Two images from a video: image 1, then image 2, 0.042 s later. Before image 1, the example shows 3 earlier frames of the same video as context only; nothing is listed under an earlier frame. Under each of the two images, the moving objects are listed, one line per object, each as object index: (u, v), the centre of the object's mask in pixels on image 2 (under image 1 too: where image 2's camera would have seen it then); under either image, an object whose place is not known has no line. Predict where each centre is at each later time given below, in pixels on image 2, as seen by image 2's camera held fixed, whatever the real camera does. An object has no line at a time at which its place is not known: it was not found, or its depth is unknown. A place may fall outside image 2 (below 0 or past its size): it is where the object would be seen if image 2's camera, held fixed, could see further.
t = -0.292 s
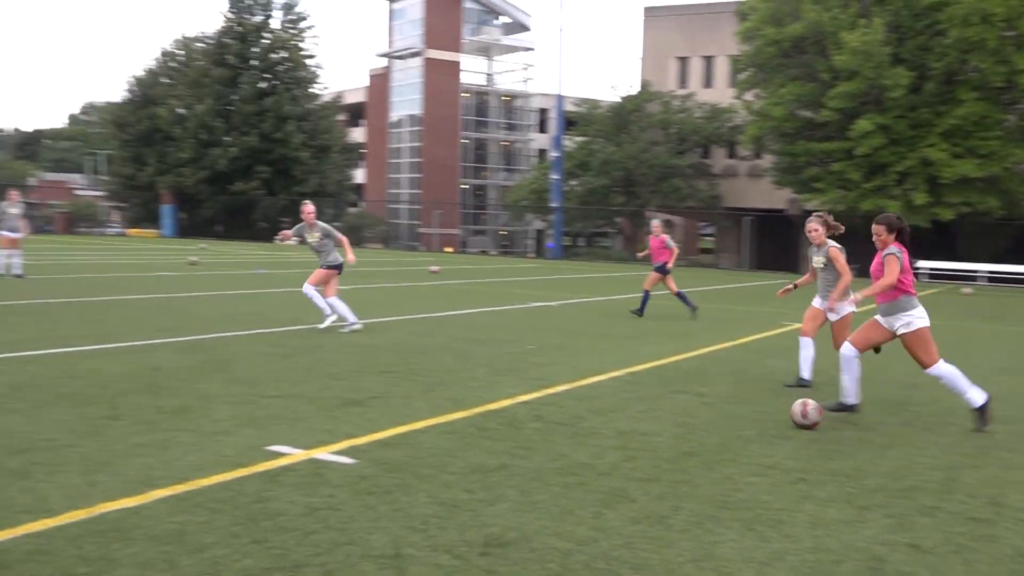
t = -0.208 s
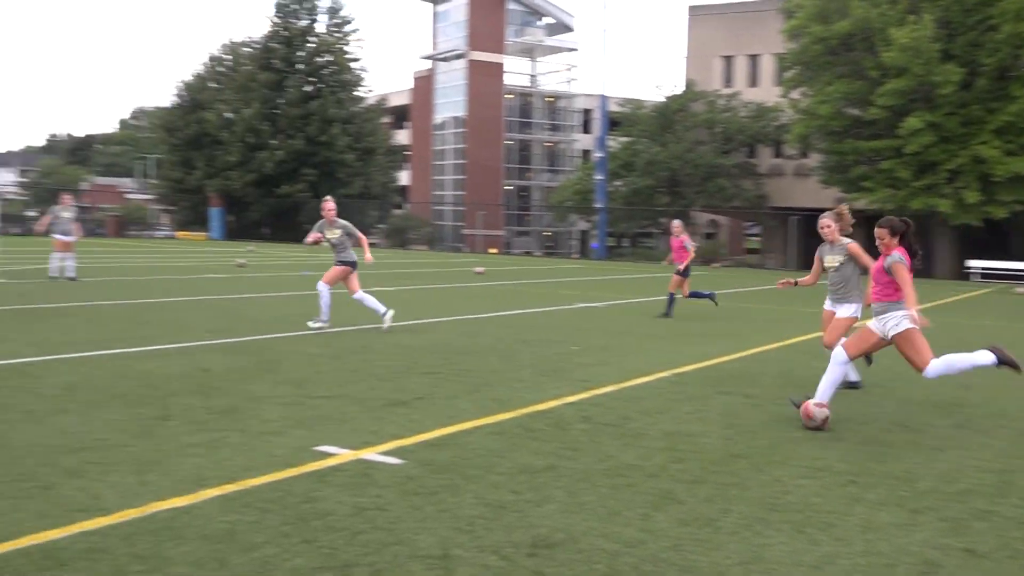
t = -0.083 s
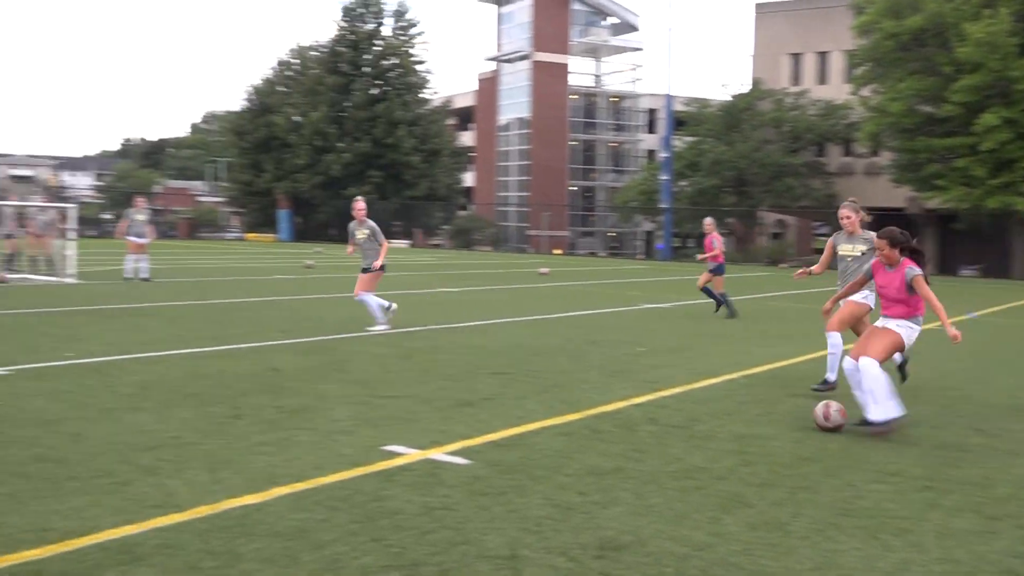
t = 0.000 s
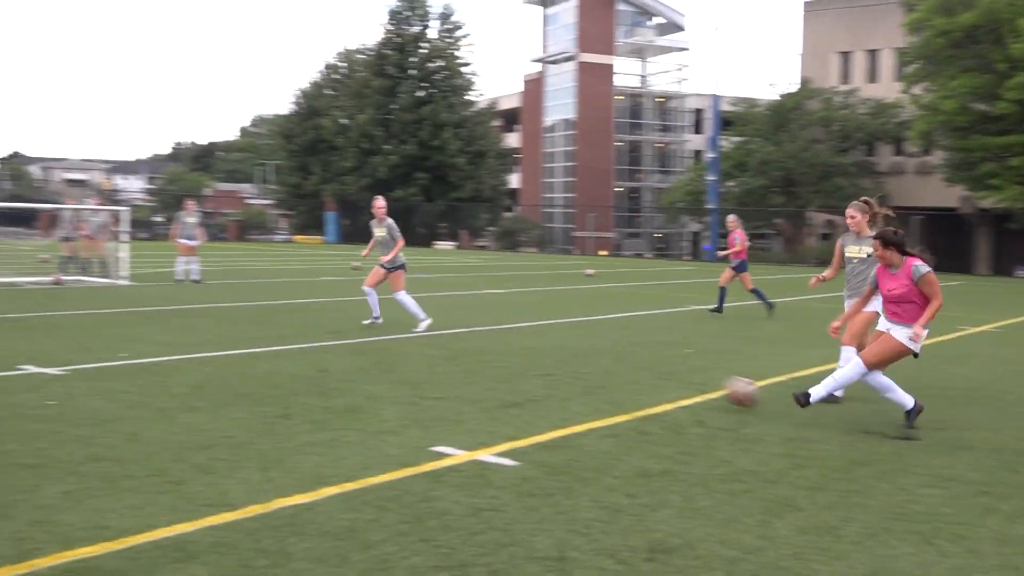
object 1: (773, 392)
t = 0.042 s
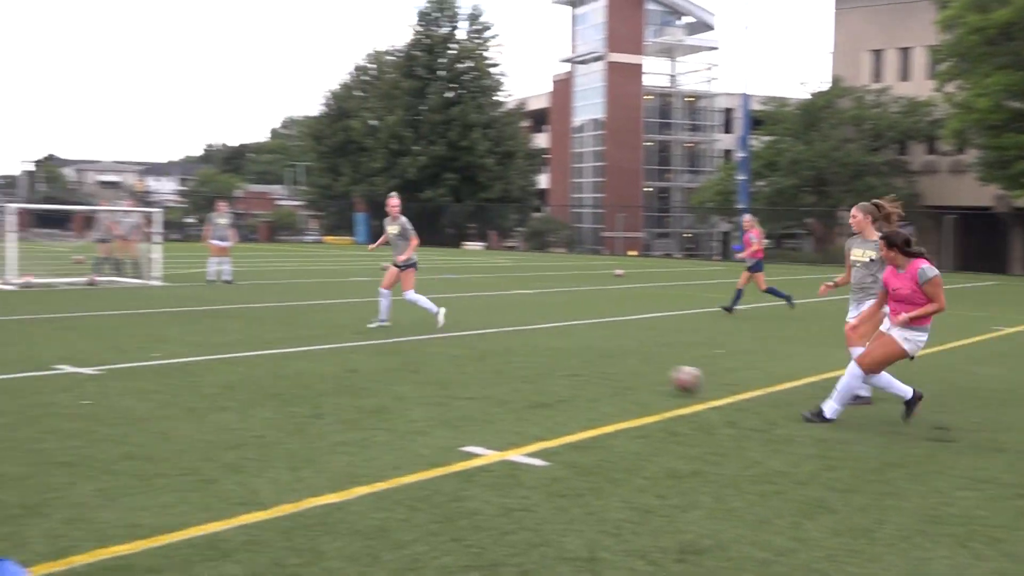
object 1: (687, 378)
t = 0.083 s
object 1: (637, 373)
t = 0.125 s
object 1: (575, 362)
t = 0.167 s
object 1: (541, 353)
